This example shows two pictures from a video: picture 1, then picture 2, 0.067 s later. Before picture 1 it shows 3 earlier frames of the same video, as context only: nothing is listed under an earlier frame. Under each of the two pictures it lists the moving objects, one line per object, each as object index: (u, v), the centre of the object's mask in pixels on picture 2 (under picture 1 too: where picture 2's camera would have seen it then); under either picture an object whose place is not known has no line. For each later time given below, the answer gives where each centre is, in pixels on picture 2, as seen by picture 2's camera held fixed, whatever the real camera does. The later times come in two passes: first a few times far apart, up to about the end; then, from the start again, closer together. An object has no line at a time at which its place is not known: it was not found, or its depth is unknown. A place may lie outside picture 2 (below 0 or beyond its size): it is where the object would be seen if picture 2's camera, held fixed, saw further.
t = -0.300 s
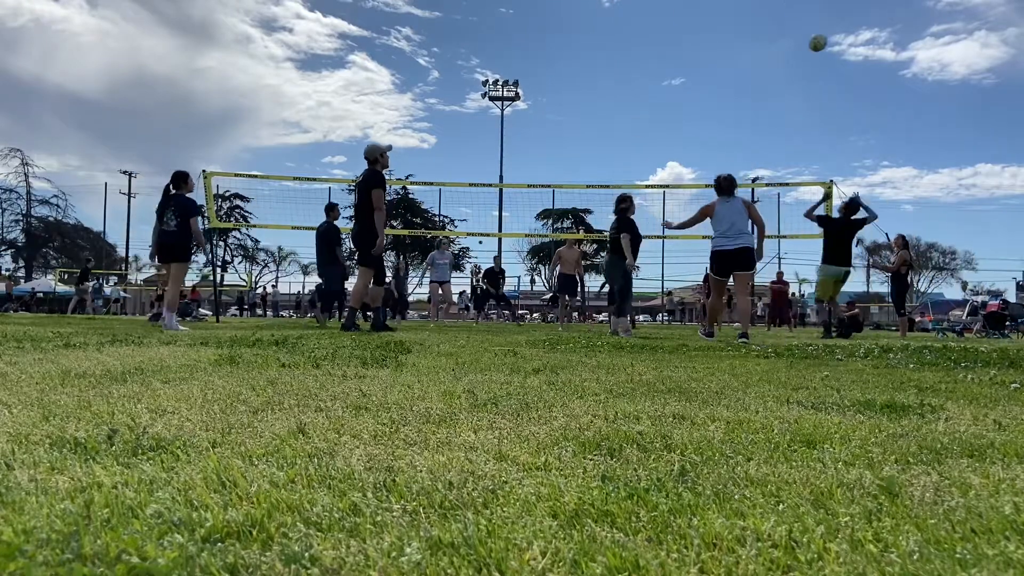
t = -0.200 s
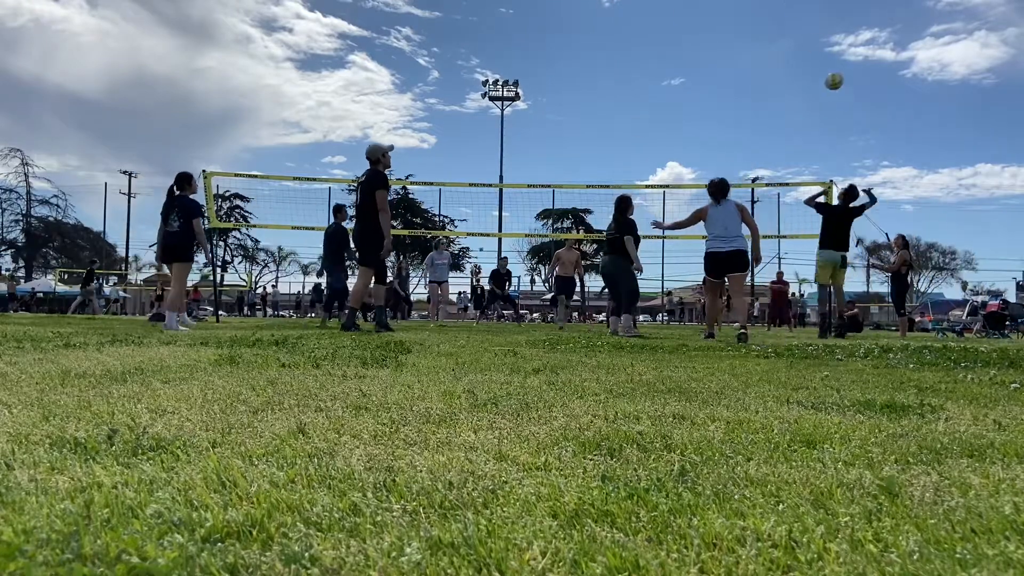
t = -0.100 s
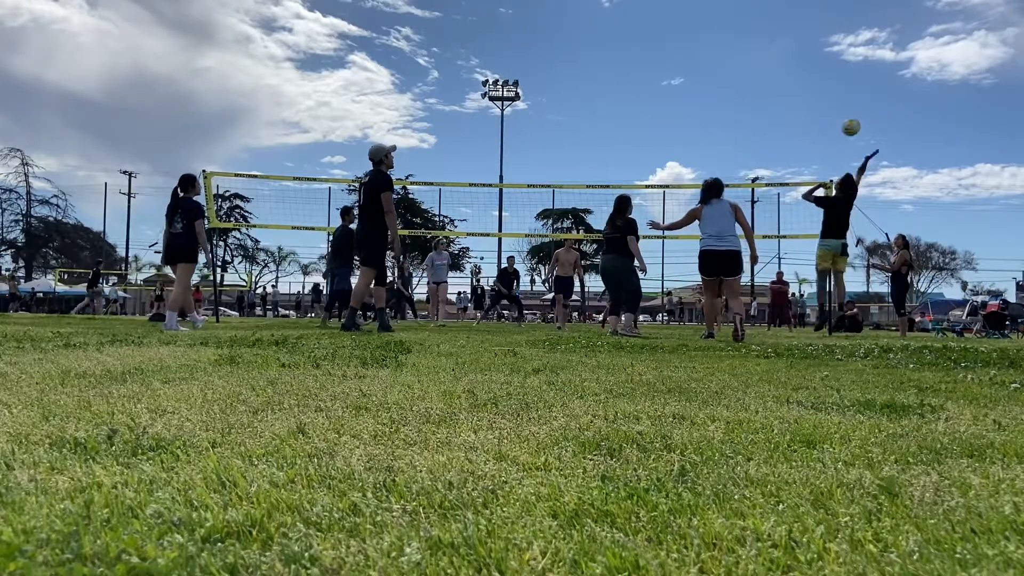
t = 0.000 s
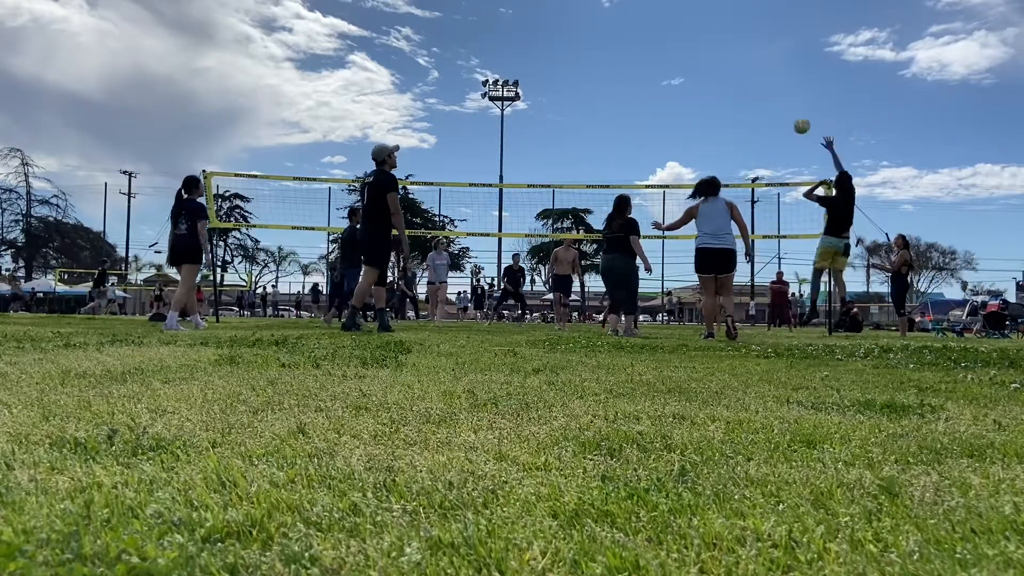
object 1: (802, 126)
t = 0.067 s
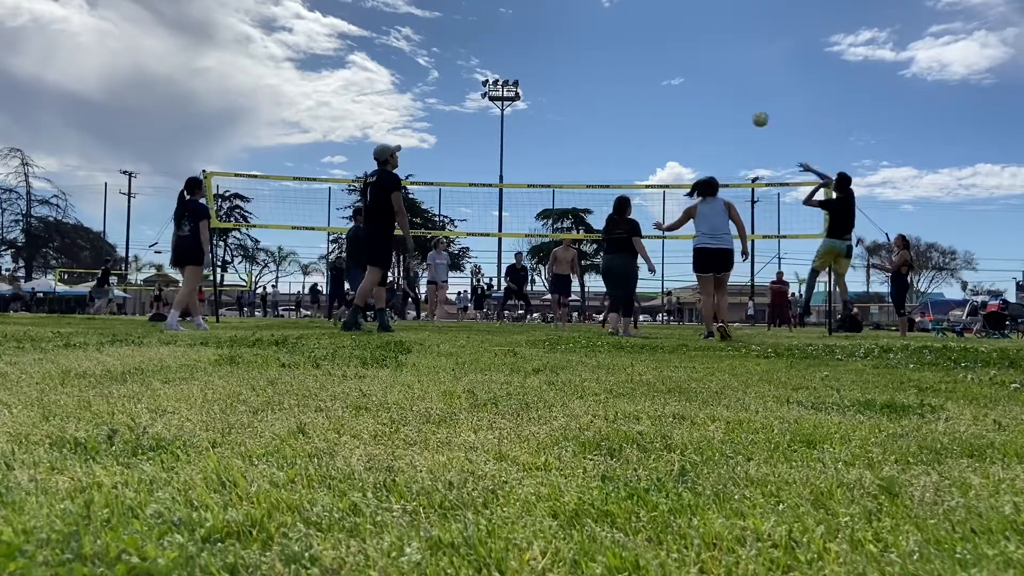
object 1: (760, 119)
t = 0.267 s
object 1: (666, 126)
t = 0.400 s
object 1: (619, 145)
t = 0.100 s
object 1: (742, 118)
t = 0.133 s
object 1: (724, 118)
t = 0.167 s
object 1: (709, 118)
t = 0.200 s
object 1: (694, 120)
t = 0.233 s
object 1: (679, 123)
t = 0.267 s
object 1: (666, 126)
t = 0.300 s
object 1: (653, 130)
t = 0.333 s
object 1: (641, 135)
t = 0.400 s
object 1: (619, 145)
